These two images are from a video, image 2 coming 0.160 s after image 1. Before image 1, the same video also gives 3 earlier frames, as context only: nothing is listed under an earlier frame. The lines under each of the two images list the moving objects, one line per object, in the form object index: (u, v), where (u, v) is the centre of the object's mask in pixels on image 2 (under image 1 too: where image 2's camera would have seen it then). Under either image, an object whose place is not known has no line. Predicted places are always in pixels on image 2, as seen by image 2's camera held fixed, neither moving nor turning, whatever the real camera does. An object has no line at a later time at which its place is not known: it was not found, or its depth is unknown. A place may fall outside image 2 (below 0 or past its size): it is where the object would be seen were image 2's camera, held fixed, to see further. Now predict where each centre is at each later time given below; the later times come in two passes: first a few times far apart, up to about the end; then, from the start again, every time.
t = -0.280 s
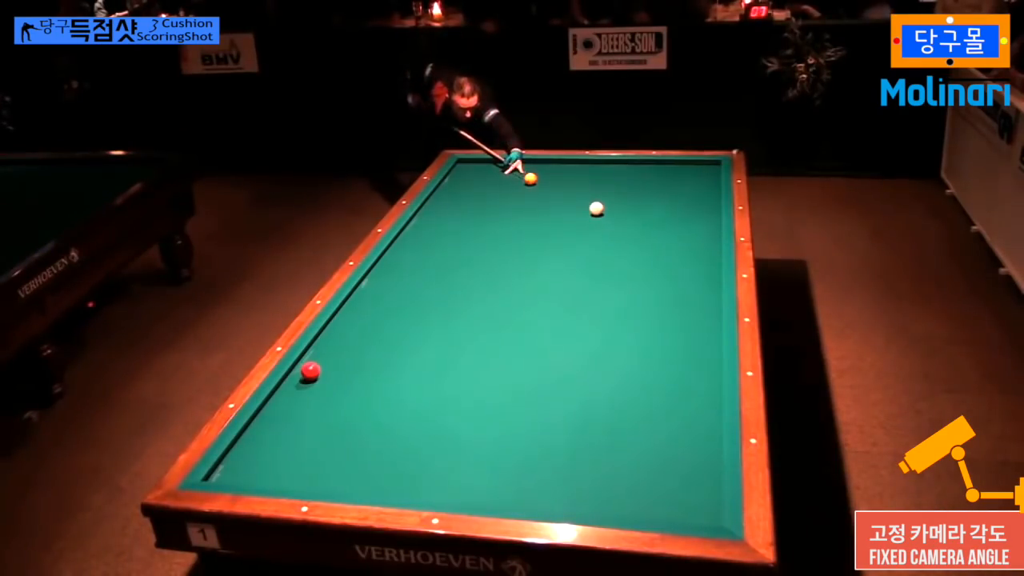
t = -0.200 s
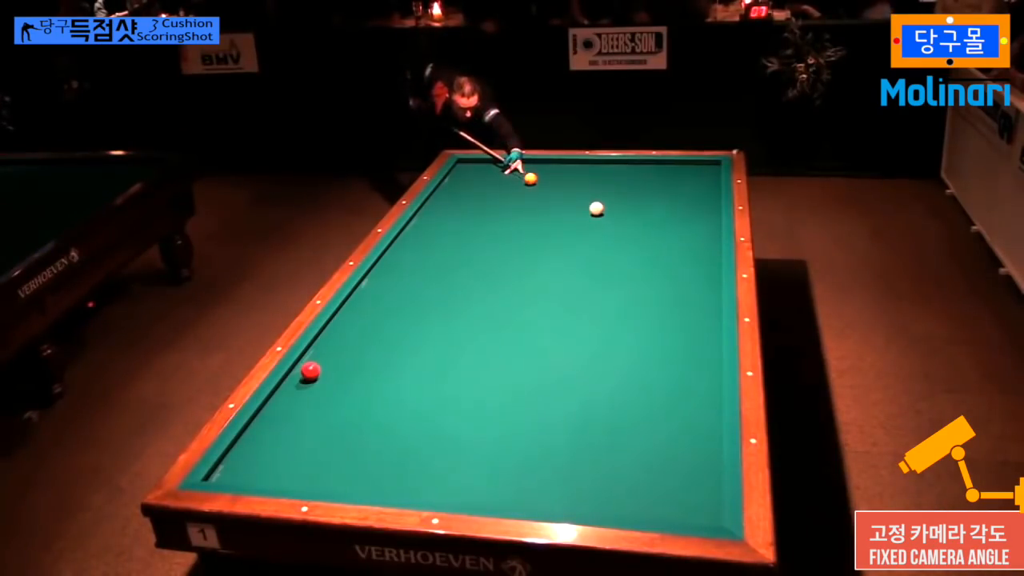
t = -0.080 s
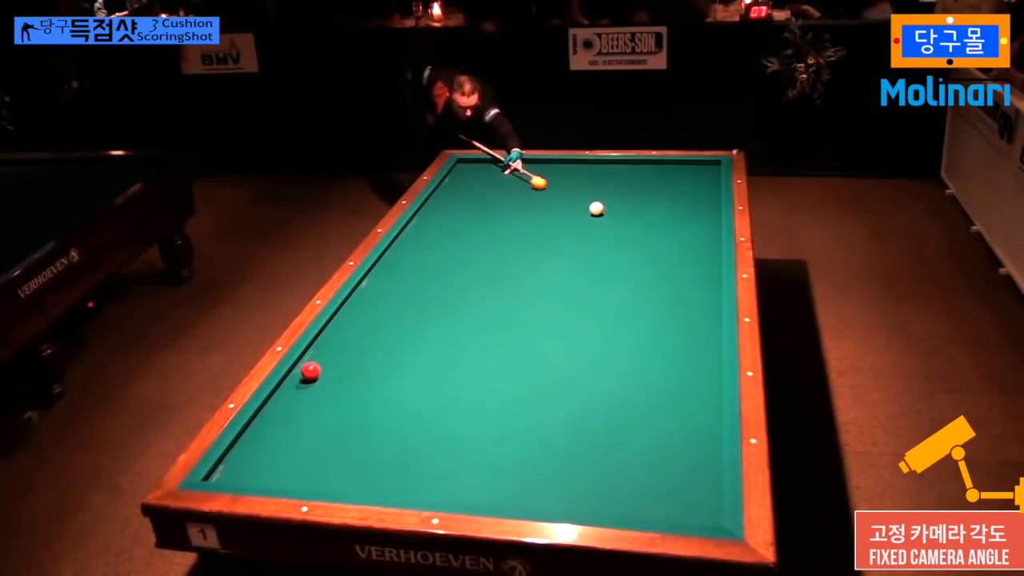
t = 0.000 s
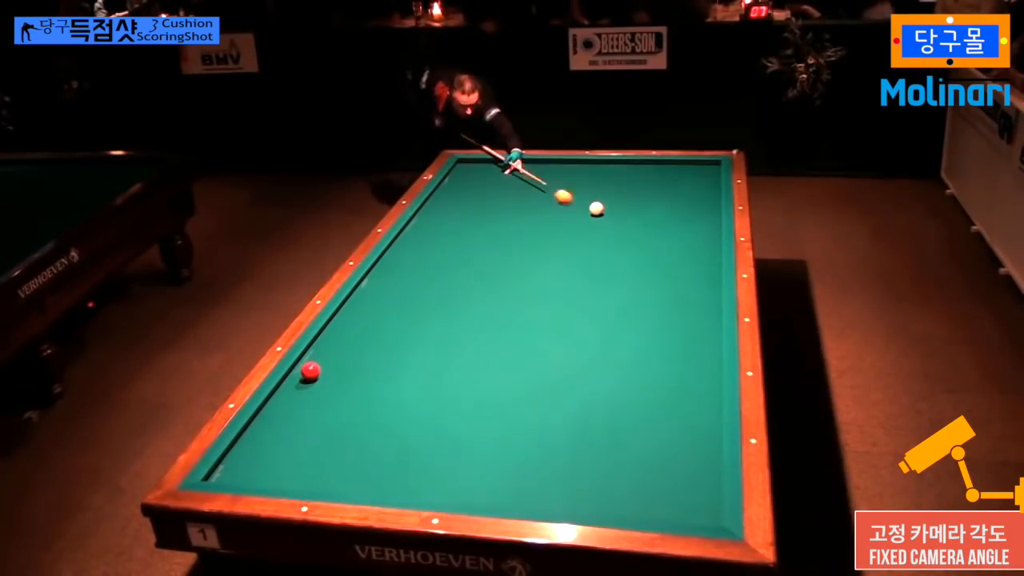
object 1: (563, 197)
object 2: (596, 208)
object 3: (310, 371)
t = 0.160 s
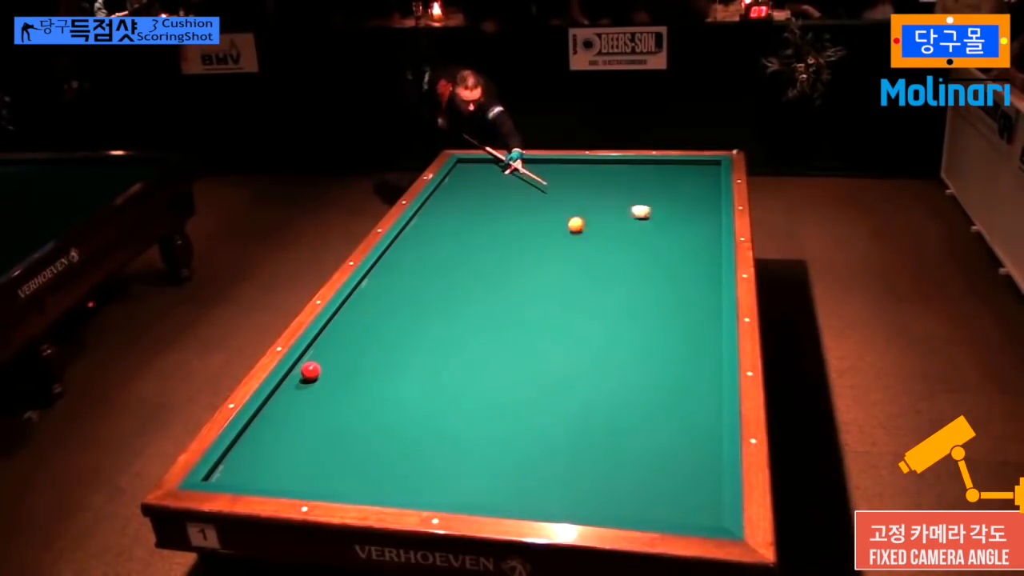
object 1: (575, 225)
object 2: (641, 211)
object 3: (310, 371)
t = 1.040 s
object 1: (594, 499)
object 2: (573, 226)
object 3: (310, 371)
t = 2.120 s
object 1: (699, 291)
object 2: (414, 238)
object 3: (310, 371)
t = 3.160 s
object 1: (667, 197)
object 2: (503, 249)
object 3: (310, 371)
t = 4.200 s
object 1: (628, 177)
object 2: (586, 259)
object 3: (310, 371)
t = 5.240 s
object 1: (567, 212)
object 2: (665, 268)
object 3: (310, 371)
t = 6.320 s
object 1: (501, 251)
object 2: (702, 275)
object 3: (310, 371)
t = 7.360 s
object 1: (434, 289)
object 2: (673, 277)
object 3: (310, 371)
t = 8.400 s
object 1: (366, 329)
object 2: (657, 279)
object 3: (310, 371)
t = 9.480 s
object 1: (300, 365)
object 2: (654, 279)
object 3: (311, 374)
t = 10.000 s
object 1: (303, 370)
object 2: (654, 279)
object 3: (313, 381)
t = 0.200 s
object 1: (573, 232)
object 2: (657, 212)
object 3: (310, 371)
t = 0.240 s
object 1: (572, 240)
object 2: (673, 214)
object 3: (310, 371)
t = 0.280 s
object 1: (571, 248)
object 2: (688, 215)
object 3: (310, 371)
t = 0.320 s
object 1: (570, 256)
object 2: (703, 216)
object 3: (310, 371)
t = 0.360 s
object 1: (570, 265)
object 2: (714, 217)
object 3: (310, 371)
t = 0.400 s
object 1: (571, 274)
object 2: (704, 218)
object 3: (310, 371)
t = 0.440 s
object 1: (572, 284)
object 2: (693, 218)
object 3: (310, 371)
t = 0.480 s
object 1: (573, 293)
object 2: (683, 218)
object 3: (310, 371)
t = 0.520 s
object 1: (574, 304)
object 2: (674, 219)
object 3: (310, 371)
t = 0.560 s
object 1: (575, 315)
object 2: (665, 219)
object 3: (310, 371)
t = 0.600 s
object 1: (576, 326)
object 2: (657, 220)
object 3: (310, 371)
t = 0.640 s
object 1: (577, 338)
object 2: (650, 221)
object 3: (310, 371)
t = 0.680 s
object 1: (579, 351)
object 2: (642, 221)
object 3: (310, 371)
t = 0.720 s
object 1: (580, 364)
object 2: (634, 222)
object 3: (310, 371)
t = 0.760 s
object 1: (581, 378)
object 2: (627, 222)
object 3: (310, 371)
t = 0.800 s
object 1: (583, 392)
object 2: (619, 223)
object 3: (310, 371)
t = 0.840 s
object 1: (584, 408)
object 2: (611, 223)
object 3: (310, 371)
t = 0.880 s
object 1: (586, 424)
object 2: (603, 224)
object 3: (310, 371)
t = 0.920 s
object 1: (588, 441)
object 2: (596, 224)
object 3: (310, 371)
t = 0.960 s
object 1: (590, 460)
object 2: (588, 225)
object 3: (310, 371)
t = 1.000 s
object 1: (592, 479)
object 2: (580, 225)
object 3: (310, 371)
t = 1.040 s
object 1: (594, 499)
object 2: (573, 226)
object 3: (310, 371)
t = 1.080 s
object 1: (599, 502)
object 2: (565, 226)
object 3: (310, 371)
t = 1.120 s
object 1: (608, 486)
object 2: (558, 226)
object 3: (310, 371)
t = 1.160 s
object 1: (617, 472)
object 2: (551, 227)
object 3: (310, 371)
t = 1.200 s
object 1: (625, 458)
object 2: (543, 227)
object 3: (310, 371)
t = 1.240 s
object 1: (632, 446)
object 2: (536, 228)
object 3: (310, 371)
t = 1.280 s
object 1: (639, 434)
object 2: (528, 228)
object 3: (310, 371)
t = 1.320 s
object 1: (646, 423)
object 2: (521, 229)
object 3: (310, 371)
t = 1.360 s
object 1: (653, 413)
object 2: (514, 229)
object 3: (310, 371)
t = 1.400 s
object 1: (659, 405)
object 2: (506, 230)
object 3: (310, 371)
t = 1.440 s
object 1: (665, 397)
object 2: (499, 230)
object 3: (310, 371)
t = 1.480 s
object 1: (670, 389)
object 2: (492, 231)
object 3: (310, 371)
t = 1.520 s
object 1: (676, 381)
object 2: (484, 231)
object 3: (310, 371)
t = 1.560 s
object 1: (681, 373)
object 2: (477, 232)
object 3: (310, 371)
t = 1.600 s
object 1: (686, 366)
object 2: (470, 232)
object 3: (310, 371)
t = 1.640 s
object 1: (692, 359)
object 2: (463, 233)
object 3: (310, 371)
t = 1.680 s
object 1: (696, 353)
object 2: (456, 233)
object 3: (310, 371)
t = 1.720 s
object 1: (701, 346)
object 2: (449, 234)
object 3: (310, 371)
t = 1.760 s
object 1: (706, 340)
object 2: (442, 234)
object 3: (310, 371)
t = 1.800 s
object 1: (710, 334)
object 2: (434, 235)
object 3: (310, 371)
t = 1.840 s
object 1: (713, 327)
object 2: (427, 235)
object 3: (310, 371)
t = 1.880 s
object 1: (710, 322)
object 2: (420, 236)
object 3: (310, 371)
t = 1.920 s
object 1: (708, 317)
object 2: (413, 236)
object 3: (310, 371)
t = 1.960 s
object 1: (706, 311)
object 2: (406, 237)
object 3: (310, 371)
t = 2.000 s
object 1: (705, 306)
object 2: (401, 237)
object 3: (310, 371)
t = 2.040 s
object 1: (703, 301)
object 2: (406, 238)
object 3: (310, 371)
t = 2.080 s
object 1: (701, 296)
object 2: (411, 238)
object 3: (310, 371)
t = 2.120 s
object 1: (699, 291)
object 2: (414, 238)
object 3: (310, 371)
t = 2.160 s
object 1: (698, 287)
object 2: (418, 239)
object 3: (310, 371)
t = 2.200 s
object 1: (696, 282)
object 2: (421, 239)
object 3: (310, 371)
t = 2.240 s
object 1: (694, 278)
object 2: (425, 240)
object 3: (310, 371)
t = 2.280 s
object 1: (693, 274)
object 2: (428, 240)
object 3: (310, 371)
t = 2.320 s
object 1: (692, 269)
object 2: (432, 240)
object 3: (310, 371)
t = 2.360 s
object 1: (690, 265)
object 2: (435, 241)
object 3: (310, 371)
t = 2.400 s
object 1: (689, 261)
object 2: (439, 241)
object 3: (310, 371)
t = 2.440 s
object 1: (687, 257)
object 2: (442, 242)
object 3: (310, 371)
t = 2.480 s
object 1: (686, 253)
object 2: (446, 242)
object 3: (310, 371)
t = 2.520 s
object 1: (685, 249)
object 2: (449, 242)
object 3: (310, 371)
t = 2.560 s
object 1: (683, 246)
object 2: (452, 243)
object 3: (310, 371)
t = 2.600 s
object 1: (682, 242)
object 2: (456, 243)
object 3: (310, 371)
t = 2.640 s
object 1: (681, 238)
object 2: (459, 243)
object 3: (310, 371)
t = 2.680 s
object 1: (680, 235)
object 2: (463, 244)
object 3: (310, 371)
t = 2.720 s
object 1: (678, 231)
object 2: (466, 244)
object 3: (310, 371)
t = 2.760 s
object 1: (677, 228)
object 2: (469, 245)
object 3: (310, 371)
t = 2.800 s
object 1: (676, 225)
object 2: (473, 245)
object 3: (310, 371)
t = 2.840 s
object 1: (675, 221)
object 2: (476, 246)
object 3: (310, 371)
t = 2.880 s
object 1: (674, 218)
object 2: (479, 246)
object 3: (310, 371)
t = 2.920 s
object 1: (673, 215)
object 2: (483, 246)
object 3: (310, 371)
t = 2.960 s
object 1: (672, 212)
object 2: (486, 247)
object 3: (310, 371)
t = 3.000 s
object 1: (671, 209)
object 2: (489, 247)
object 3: (310, 371)
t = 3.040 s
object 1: (669, 206)
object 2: (493, 248)
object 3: (310, 371)
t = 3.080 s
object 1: (668, 203)
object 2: (496, 248)
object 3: (310, 371)
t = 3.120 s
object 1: (667, 200)
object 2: (499, 248)
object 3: (310, 371)
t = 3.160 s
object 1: (667, 197)
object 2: (503, 249)
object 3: (310, 371)
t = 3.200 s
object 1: (665, 194)
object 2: (506, 249)
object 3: (310, 371)
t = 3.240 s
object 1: (665, 192)
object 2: (509, 250)
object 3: (310, 371)
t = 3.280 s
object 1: (664, 189)
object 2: (513, 250)
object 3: (310, 371)
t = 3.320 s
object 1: (663, 186)
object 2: (516, 251)
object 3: (310, 371)
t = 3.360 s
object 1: (662, 184)
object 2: (519, 251)
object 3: (310, 371)
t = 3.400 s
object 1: (661, 181)
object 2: (523, 251)
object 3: (310, 371)
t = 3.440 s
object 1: (660, 179)
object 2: (526, 252)
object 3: (310, 371)
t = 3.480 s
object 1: (659, 177)
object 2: (529, 252)
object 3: (310, 371)
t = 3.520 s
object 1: (658, 174)
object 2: (532, 252)
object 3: (310, 371)
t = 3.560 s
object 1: (657, 172)
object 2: (536, 253)
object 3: (310, 371)
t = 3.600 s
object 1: (657, 170)
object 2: (539, 253)
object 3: (310, 371)
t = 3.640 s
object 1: (656, 167)
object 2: (542, 254)
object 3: (310, 371)
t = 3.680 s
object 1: (655, 165)
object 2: (545, 254)
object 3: (310, 371)
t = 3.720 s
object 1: (654, 163)
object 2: (548, 254)
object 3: (310, 371)
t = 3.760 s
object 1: (652, 162)
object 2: (552, 255)
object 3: (310, 371)
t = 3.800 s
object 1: (650, 164)
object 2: (555, 255)
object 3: (310, 371)
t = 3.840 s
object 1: (648, 166)
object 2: (558, 256)
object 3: (310, 371)
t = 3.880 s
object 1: (645, 167)
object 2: (561, 256)
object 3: (310, 371)
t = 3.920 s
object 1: (643, 168)
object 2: (565, 256)
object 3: (310, 371)
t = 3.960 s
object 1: (641, 170)
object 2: (568, 257)
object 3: (310, 371)
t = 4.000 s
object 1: (639, 171)
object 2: (571, 257)
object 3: (310, 371)
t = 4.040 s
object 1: (637, 172)
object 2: (574, 257)
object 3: (310, 371)
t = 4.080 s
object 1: (634, 173)
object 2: (577, 258)
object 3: (310, 371)
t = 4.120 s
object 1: (632, 174)
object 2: (580, 258)
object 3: (310, 371)
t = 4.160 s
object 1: (630, 176)
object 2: (583, 259)
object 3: (310, 371)
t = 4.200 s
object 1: (628, 177)
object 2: (586, 259)
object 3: (310, 371)
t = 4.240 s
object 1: (625, 178)
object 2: (589, 259)
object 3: (310, 371)
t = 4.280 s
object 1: (623, 180)
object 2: (593, 260)
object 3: (310, 371)
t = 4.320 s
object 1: (621, 181)
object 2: (596, 260)
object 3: (310, 371)
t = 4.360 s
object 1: (619, 182)
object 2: (599, 260)
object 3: (310, 371)
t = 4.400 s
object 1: (616, 183)
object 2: (602, 261)
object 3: (310, 371)
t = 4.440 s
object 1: (614, 185)
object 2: (605, 261)
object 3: (310, 371)
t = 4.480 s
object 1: (612, 186)
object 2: (608, 261)
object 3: (310, 371)
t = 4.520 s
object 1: (610, 187)
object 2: (611, 262)
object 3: (310, 371)
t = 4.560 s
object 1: (607, 189)
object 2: (614, 262)
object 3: (310, 371)
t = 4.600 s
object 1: (605, 190)
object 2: (617, 263)
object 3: (310, 371)
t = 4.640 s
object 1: (603, 191)
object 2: (620, 263)
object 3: (310, 371)
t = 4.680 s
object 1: (600, 193)
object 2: (624, 263)
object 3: (310, 371)
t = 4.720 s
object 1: (598, 194)
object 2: (627, 264)
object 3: (310, 371)
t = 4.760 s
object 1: (595, 195)
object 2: (629, 264)
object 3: (310, 371)
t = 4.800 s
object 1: (593, 197)
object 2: (632, 264)
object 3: (310, 371)
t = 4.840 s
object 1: (591, 198)
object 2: (636, 265)
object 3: (310, 371)
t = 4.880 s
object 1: (588, 199)
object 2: (638, 265)
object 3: (310, 371)
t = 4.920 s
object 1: (586, 201)
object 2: (641, 265)
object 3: (310, 371)
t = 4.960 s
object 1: (584, 202)
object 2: (645, 265)
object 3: (310, 371)
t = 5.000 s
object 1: (581, 204)
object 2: (647, 266)
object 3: (310, 371)
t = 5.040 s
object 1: (579, 205)
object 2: (650, 266)
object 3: (310, 371)
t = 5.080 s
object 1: (577, 206)
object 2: (653, 267)
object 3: (310, 371)
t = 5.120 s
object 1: (574, 208)
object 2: (656, 267)
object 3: (310, 371)
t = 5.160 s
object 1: (572, 209)
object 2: (659, 267)
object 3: (310, 371)
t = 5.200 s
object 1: (570, 210)
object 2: (662, 268)
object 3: (310, 371)
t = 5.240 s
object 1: (567, 212)
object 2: (665, 268)
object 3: (310, 371)
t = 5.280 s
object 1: (565, 213)
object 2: (668, 268)
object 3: (310, 371)
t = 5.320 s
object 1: (562, 215)
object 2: (670, 269)
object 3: (310, 371)
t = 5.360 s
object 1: (560, 216)
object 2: (673, 269)
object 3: (310, 371)
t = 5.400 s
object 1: (558, 217)
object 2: (676, 269)
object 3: (310, 371)
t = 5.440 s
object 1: (555, 219)
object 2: (679, 270)
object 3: (310, 371)
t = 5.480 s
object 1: (553, 220)
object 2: (681, 270)
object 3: (310, 371)
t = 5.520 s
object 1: (550, 222)
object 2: (684, 270)
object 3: (310, 371)
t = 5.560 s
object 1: (548, 223)
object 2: (687, 271)
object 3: (310, 371)
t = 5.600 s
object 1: (546, 225)
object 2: (690, 271)
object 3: (310, 371)
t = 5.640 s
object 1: (543, 226)
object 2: (692, 271)
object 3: (310, 371)
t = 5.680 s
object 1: (541, 227)
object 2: (695, 272)
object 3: (310, 371)
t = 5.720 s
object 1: (538, 229)
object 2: (698, 272)
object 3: (310, 371)
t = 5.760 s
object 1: (536, 230)
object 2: (700, 272)
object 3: (310, 371)
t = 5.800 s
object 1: (533, 232)
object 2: (703, 273)
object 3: (310, 371)
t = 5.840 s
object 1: (531, 233)
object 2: (706, 273)
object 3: (310, 371)
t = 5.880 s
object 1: (528, 235)
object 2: (708, 273)
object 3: (310, 371)
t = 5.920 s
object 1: (526, 236)
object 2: (711, 274)
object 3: (310, 371)
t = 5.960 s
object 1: (523, 237)
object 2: (713, 274)
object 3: (310, 371)
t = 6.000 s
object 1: (521, 239)
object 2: (713, 274)
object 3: (310, 371)
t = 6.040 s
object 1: (519, 240)
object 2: (712, 274)
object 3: (310, 371)
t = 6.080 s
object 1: (516, 242)
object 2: (710, 274)
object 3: (310, 371)
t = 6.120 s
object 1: (514, 243)
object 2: (709, 274)
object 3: (310, 371)
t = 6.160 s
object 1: (511, 245)
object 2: (707, 274)
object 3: (310, 371)
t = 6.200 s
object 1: (508, 246)
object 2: (706, 274)
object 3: (310, 371)
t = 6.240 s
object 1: (506, 248)
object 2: (704, 275)
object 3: (310, 371)
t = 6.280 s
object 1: (504, 249)
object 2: (703, 275)
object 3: (310, 371)
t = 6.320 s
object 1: (501, 251)
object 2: (702, 275)
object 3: (310, 371)
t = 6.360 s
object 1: (498, 252)
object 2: (700, 275)
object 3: (310, 371)
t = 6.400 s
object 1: (496, 254)
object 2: (699, 275)
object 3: (310, 371)
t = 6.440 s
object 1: (493, 255)
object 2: (697, 275)
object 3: (310, 371)
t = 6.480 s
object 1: (491, 257)
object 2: (696, 275)
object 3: (310, 371)
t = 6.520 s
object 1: (488, 258)
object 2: (695, 275)
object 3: (310, 371)
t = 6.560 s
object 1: (486, 260)
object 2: (693, 275)
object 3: (310, 371)
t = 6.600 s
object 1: (483, 261)
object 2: (692, 276)
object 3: (310, 371)
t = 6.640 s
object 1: (481, 262)
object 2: (691, 275)
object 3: (310, 371)
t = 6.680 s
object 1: (478, 264)
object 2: (690, 275)
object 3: (310, 371)
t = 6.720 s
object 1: (476, 265)
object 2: (689, 276)
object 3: (310, 371)
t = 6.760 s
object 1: (473, 267)
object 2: (688, 276)
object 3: (310, 371)
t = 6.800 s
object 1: (470, 268)
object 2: (687, 276)
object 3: (310, 371)
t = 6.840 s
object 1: (468, 270)
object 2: (686, 276)
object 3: (310, 371)
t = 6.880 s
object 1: (465, 271)
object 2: (684, 276)
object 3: (310, 371)
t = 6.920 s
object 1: (463, 273)
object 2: (683, 276)
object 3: (310, 371)
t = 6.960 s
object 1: (460, 274)
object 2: (682, 276)
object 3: (310, 371)
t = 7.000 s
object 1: (458, 276)
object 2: (681, 277)
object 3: (310, 371)
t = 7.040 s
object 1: (455, 277)
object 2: (680, 277)
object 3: (310, 371)
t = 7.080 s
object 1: (452, 279)
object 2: (679, 277)
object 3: (310, 371)
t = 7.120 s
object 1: (450, 280)
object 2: (678, 277)
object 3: (310, 371)
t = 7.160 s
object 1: (447, 282)
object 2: (677, 277)
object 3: (310, 371)
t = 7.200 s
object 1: (445, 283)
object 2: (676, 277)
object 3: (310, 371)
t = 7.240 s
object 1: (442, 285)
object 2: (675, 277)
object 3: (310, 371)
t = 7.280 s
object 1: (440, 286)
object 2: (674, 277)
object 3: (311, 371)
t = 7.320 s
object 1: (437, 288)
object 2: (674, 277)
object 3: (311, 371)
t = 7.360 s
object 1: (434, 289)
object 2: (673, 277)
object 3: (310, 371)
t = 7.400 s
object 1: (431, 291)
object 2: (672, 277)
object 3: (310, 371)
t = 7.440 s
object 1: (429, 292)
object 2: (671, 277)
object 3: (310, 371)
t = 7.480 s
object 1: (426, 294)
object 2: (670, 278)
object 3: (310, 371)
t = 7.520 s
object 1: (424, 295)
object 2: (669, 278)
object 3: (310, 371)
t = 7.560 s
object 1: (421, 297)
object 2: (669, 278)
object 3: (310, 371)
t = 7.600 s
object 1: (418, 298)
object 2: (668, 278)
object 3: (310, 371)
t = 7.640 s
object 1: (416, 300)
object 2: (667, 278)
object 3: (310, 371)
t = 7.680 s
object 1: (413, 301)
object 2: (666, 278)
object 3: (310, 371)
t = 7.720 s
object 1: (410, 303)
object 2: (666, 278)
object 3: (311, 371)
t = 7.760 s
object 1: (408, 304)
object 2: (665, 278)
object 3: (311, 371)
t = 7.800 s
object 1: (405, 306)
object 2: (664, 278)
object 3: (311, 371)
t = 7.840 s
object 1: (403, 307)
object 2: (664, 278)
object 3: (310, 371)
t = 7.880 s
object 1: (400, 309)
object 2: (663, 278)
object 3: (310, 371)
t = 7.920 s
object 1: (397, 310)
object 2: (662, 278)
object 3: (310, 371)
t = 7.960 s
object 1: (395, 312)
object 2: (662, 278)
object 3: (310, 371)
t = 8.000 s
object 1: (392, 314)
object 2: (661, 278)
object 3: (310, 371)
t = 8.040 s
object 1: (389, 315)
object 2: (661, 278)
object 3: (310, 371)
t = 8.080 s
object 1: (387, 317)
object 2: (660, 278)
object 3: (310, 371)
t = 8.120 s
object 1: (384, 318)
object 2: (660, 278)
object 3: (310, 371)
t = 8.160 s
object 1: (381, 320)
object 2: (659, 278)
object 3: (310, 371)
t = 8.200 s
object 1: (379, 321)
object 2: (659, 278)
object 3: (310, 371)
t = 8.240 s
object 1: (376, 323)
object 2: (658, 278)
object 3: (310, 371)
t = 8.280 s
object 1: (373, 324)
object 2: (658, 278)
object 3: (310, 371)
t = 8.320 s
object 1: (371, 326)
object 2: (658, 278)
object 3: (310, 371)
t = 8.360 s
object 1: (368, 328)
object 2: (657, 279)
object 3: (310, 371)
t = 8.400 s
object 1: (366, 329)
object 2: (657, 279)
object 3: (310, 371)
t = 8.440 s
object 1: (363, 330)
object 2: (656, 279)
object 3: (310, 371)
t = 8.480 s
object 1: (360, 332)
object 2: (656, 279)
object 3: (310, 371)
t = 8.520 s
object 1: (358, 334)
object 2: (656, 279)
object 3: (310, 371)
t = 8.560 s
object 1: (355, 335)
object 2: (656, 279)
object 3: (310, 371)
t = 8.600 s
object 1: (352, 337)
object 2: (655, 279)
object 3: (310, 371)
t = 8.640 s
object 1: (350, 338)
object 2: (655, 279)
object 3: (310, 371)
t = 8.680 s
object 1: (347, 340)
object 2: (655, 279)
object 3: (310, 371)
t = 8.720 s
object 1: (345, 341)
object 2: (655, 279)
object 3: (310, 371)
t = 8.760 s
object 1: (342, 343)
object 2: (655, 279)
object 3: (310, 371)
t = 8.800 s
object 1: (339, 344)
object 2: (654, 279)
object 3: (310, 371)
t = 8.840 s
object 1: (337, 346)
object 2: (654, 279)
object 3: (310, 371)
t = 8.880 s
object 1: (334, 347)
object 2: (654, 279)
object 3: (310, 371)
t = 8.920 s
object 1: (332, 349)
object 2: (654, 279)
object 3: (310, 371)
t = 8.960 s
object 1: (329, 350)
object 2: (654, 279)
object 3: (310, 371)
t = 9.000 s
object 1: (327, 352)
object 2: (654, 279)
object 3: (310, 371)
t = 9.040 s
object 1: (324, 353)
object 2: (654, 279)
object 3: (310, 371)
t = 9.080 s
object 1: (322, 355)
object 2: (654, 279)
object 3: (310, 371)
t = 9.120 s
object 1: (319, 356)
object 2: (654, 279)
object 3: (310, 371)
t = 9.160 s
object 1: (317, 357)
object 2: (654, 279)
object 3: (310, 371)
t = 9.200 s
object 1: (315, 357)
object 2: (654, 279)
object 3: (310, 372)
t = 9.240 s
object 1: (312, 358)
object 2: (654, 279)
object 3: (310, 372)
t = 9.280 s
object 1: (309, 359)
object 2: (654, 279)
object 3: (310, 372)
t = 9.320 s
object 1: (306, 361)
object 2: (654, 279)
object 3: (310, 372)
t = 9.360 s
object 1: (303, 362)
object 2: (654, 279)
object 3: (311, 373)
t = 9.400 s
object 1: (300, 363)
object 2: (654, 279)
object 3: (311, 373)
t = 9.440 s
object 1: (300, 364)
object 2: (654, 279)
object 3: (311, 373)
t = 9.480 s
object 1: (300, 365)
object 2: (654, 279)
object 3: (311, 374)
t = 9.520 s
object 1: (301, 365)
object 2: (654, 279)
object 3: (311, 374)
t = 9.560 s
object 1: (301, 366)
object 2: (654, 279)
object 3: (311, 375)
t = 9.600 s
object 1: (301, 367)
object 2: (654, 279)
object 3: (311, 376)
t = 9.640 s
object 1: (301, 367)
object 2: (654, 279)
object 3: (311, 376)
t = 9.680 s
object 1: (301, 367)
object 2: (654, 279)
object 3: (311, 377)
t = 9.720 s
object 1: (302, 368)
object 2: (654, 279)
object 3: (312, 377)
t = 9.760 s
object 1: (302, 368)
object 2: (654, 279)
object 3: (312, 378)
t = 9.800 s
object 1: (302, 369)
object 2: (654, 279)
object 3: (312, 378)
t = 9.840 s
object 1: (302, 369)
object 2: (654, 279)
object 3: (312, 379)
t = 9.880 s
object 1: (303, 369)
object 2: (654, 279)
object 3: (312, 380)
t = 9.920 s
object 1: (303, 370)
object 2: (654, 279)
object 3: (312, 380)
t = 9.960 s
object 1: (303, 370)
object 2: (654, 279)
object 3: (313, 381)
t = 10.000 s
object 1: (303, 370)
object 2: (654, 279)
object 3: (313, 381)
